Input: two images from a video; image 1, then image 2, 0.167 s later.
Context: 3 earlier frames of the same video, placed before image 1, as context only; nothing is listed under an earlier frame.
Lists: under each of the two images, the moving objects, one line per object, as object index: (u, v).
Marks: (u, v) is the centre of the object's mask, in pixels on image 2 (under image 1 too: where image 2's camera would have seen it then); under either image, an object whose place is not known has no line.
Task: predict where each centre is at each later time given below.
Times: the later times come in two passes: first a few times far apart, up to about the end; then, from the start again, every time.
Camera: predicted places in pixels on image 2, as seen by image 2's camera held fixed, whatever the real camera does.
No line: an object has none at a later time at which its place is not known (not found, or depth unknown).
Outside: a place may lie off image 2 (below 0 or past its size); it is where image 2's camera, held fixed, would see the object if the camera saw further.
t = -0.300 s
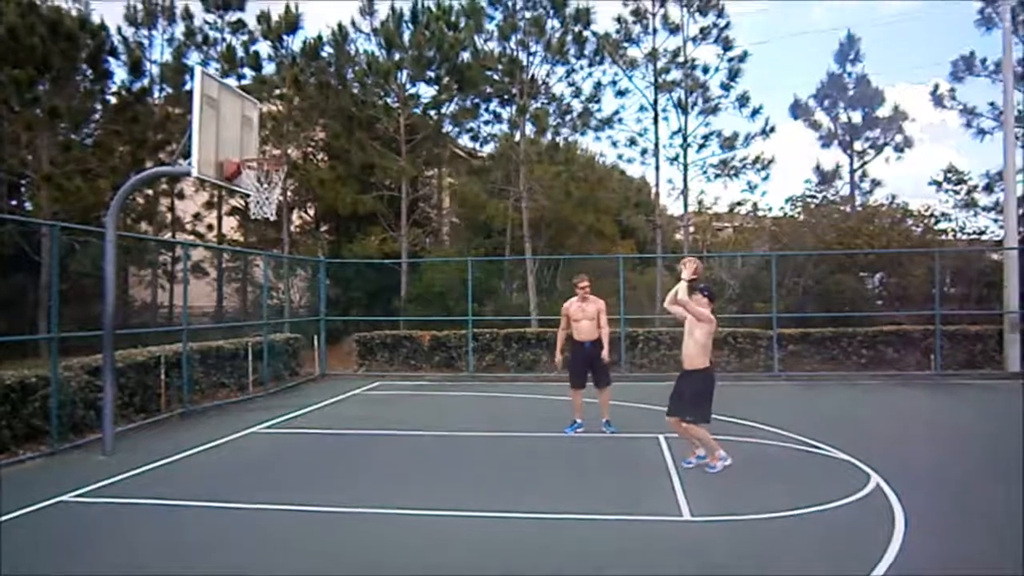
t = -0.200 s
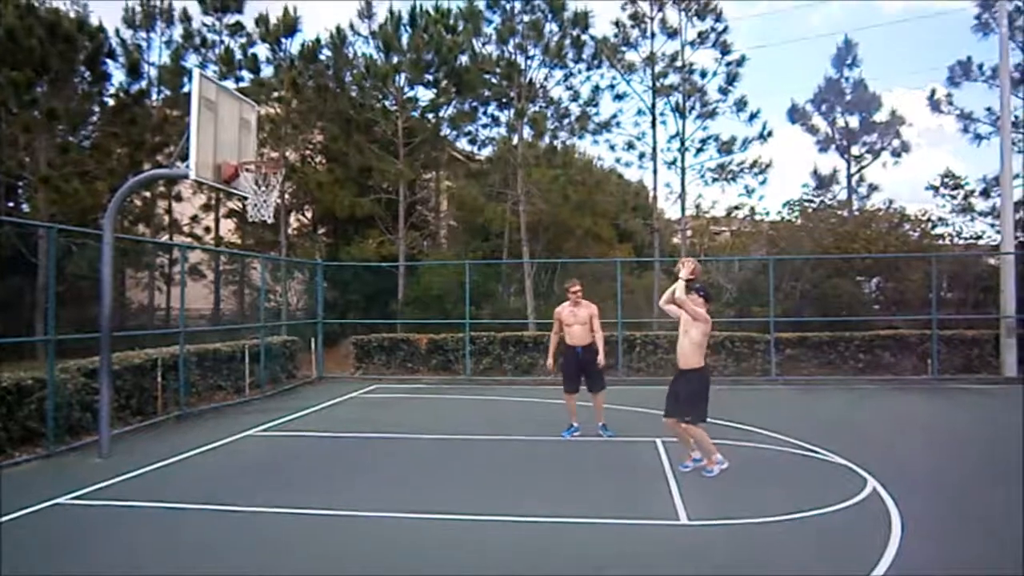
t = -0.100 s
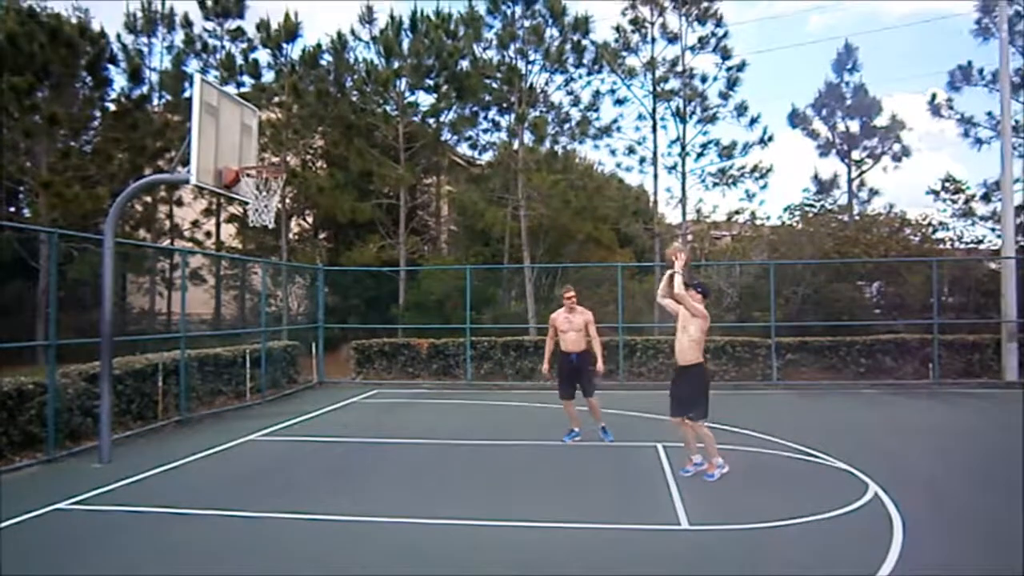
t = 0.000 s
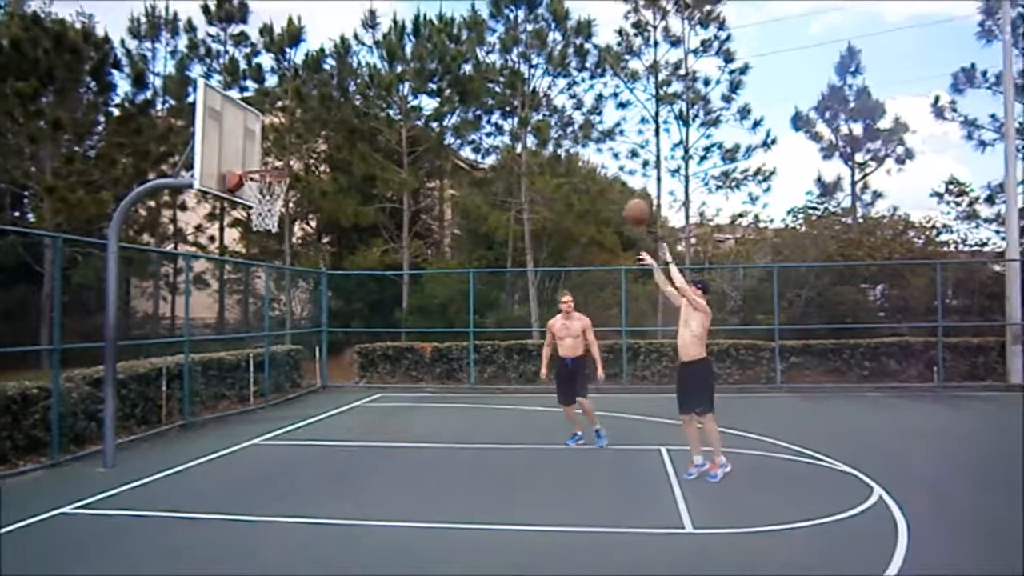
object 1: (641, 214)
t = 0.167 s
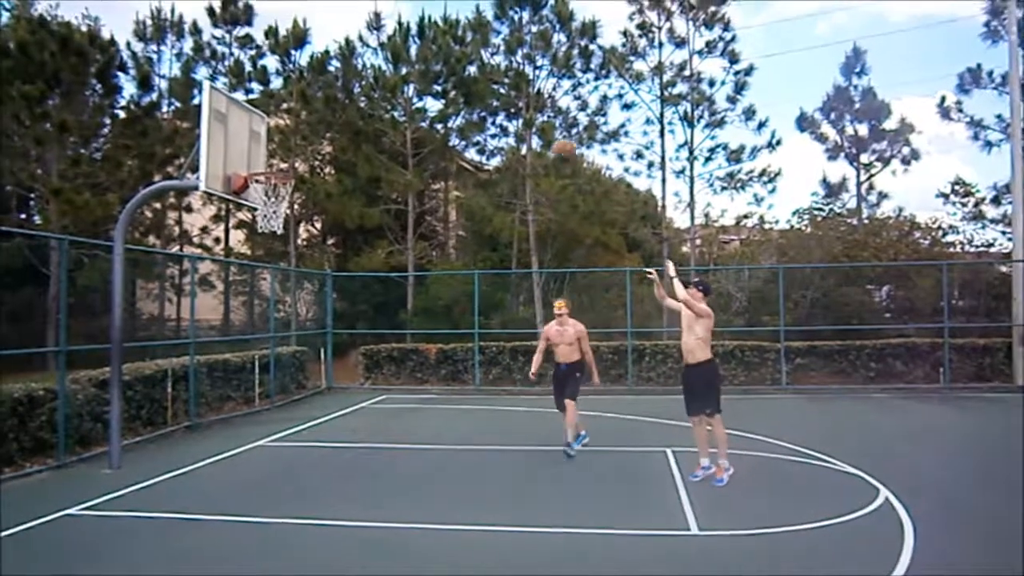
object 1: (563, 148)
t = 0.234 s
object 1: (533, 132)
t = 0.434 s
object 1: (445, 109)
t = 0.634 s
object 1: (358, 121)
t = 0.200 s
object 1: (548, 141)
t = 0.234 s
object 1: (533, 132)
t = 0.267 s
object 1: (519, 126)
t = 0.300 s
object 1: (502, 120)
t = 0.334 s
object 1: (488, 116)
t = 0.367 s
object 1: (474, 112)
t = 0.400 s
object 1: (459, 109)
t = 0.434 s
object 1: (445, 109)
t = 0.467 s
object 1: (431, 109)
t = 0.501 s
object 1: (414, 109)
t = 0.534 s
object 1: (400, 111)
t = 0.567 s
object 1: (387, 113)
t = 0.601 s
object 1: (375, 117)
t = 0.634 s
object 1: (358, 121)
